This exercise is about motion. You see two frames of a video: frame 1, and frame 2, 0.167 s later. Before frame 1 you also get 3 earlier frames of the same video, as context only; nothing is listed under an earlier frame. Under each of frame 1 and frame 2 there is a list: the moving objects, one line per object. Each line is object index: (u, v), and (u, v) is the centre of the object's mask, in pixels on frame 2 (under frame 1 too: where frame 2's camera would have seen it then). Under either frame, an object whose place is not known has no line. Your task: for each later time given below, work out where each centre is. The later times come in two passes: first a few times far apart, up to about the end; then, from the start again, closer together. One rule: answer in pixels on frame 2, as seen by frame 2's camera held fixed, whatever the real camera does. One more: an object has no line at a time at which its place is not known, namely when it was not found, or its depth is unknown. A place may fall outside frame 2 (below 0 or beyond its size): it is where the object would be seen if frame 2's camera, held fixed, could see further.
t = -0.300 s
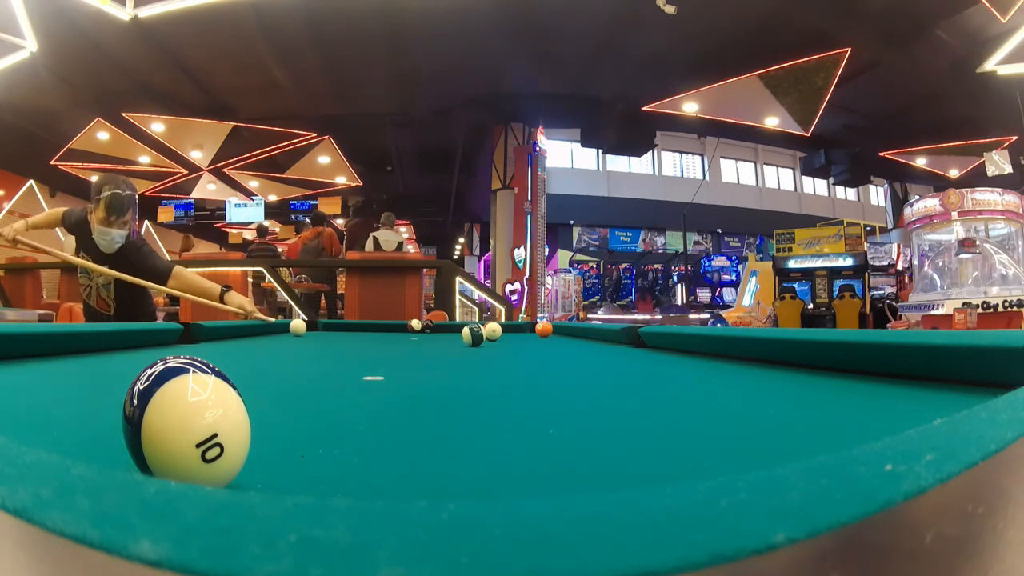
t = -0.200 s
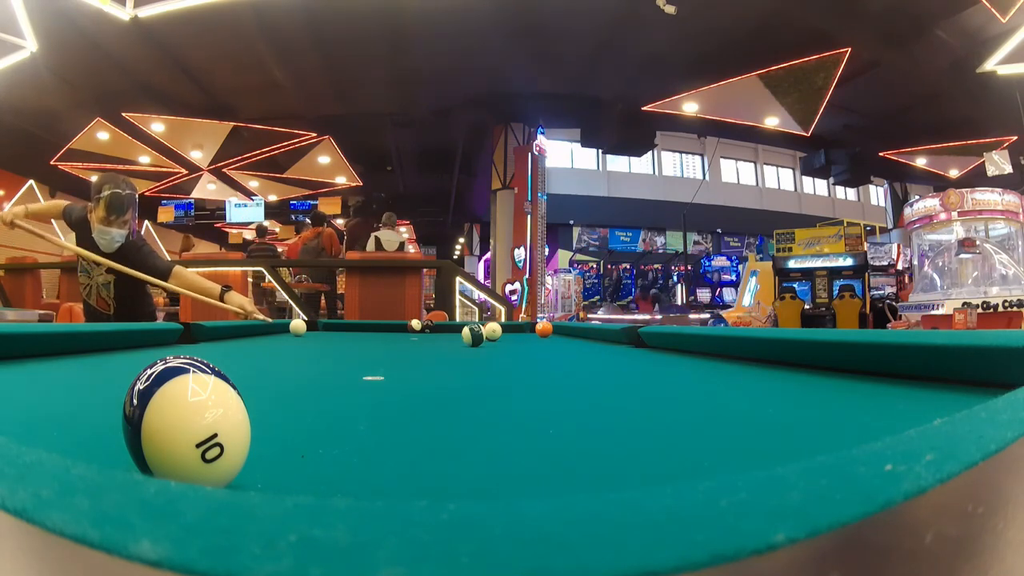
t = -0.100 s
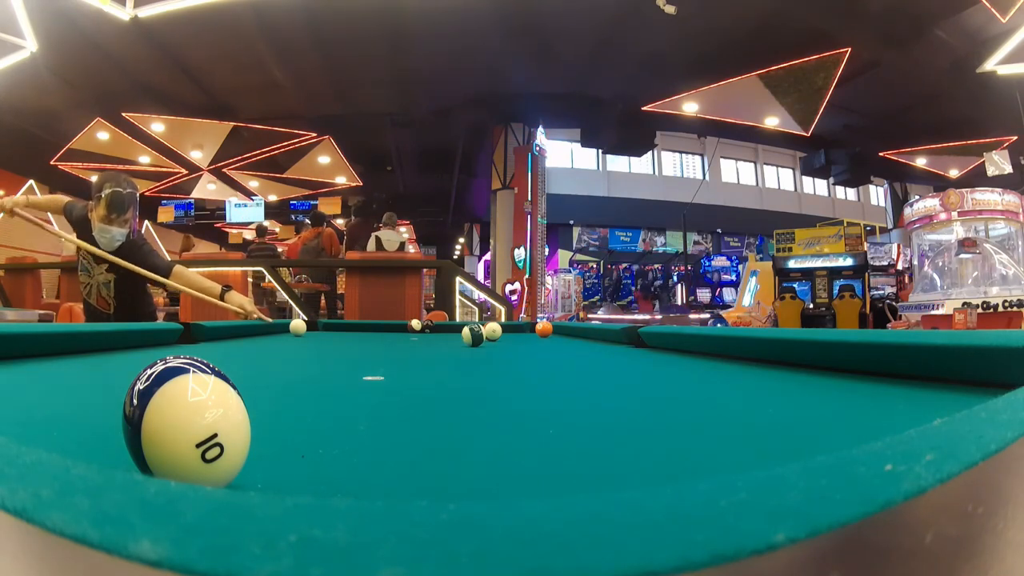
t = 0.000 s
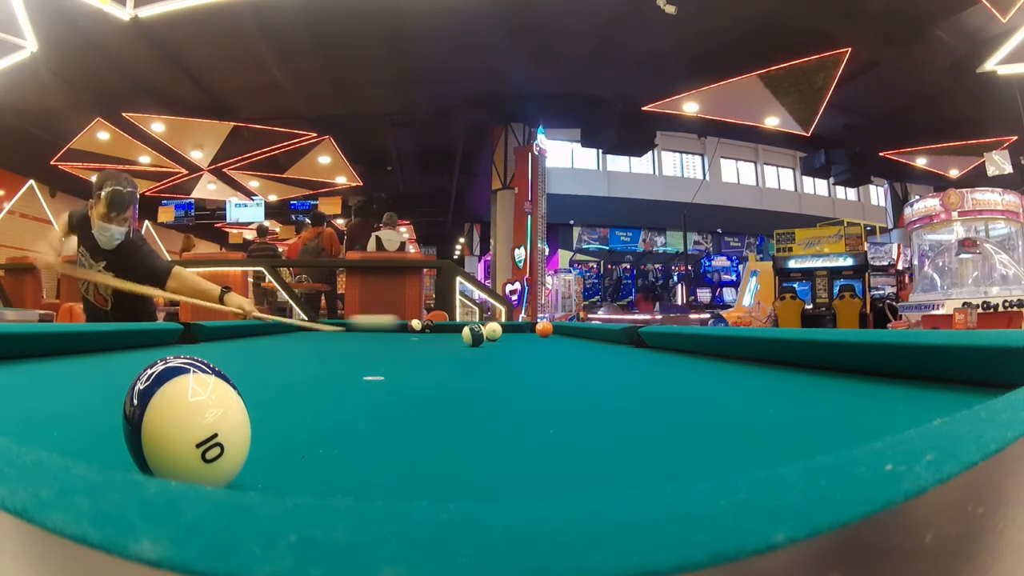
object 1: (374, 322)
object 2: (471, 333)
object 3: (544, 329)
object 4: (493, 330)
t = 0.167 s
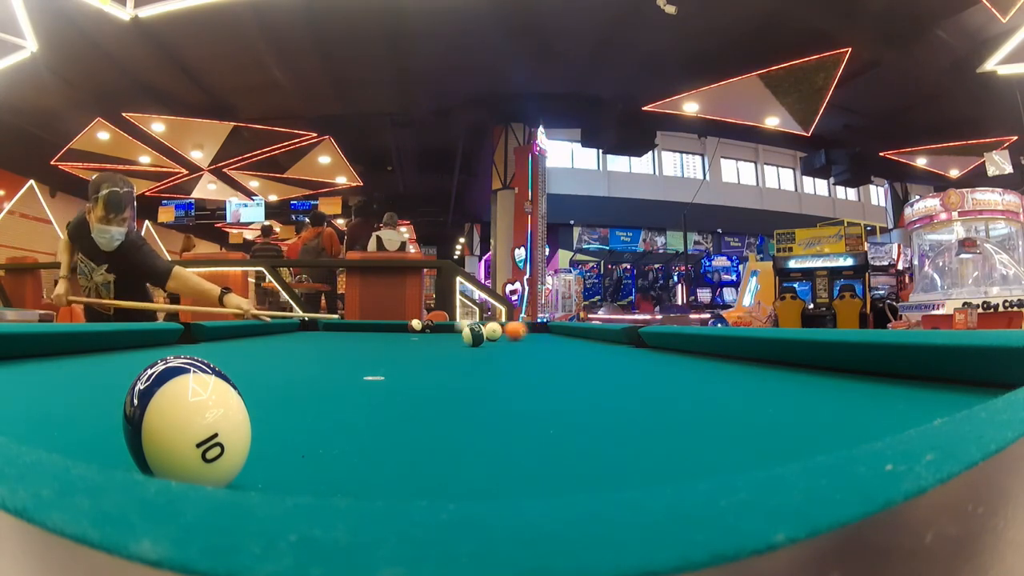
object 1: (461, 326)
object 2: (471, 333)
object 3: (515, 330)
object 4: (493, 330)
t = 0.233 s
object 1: (424, 326)
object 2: (471, 333)
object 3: (505, 332)
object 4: (459, 330)
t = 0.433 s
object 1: (291, 326)
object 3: (500, 335)
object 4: (392, 329)
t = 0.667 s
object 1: (294, 333)
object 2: (370, 338)
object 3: (514, 337)
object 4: (322, 329)
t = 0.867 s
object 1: (275, 342)
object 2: (363, 337)
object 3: (525, 339)
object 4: (270, 323)
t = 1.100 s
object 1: (117, 360)
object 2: (409, 340)
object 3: (531, 340)
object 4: (299, 327)
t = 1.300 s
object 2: (451, 342)
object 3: (532, 342)
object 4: (322, 327)
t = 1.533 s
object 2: (488, 346)
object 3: (529, 342)
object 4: (343, 328)
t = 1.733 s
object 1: (291, 363)
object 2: (504, 345)
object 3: (533, 340)
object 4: (356, 328)
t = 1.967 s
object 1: (371, 353)
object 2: (512, 343)
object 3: (537, 339)
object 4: (365, 325)
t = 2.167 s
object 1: (411, 347)
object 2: (512, 343)
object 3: (537, 338)
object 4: (371, 327)
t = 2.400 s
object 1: (437, 342)
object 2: (512, 343)
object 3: (537, 338)
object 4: (372, 327)
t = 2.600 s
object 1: (451, 339)
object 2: (512, 343)
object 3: (537, 338)
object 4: (372, 327)
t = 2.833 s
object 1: (458, 336)
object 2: (512, 343)
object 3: (537, 338)
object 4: (372, 327)
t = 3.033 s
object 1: (460, 335)
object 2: (512, 343)
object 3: (537, 338)
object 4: (372, 327)
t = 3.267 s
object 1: (460, 333)
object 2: (512, 343)
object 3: (537, 338)
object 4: (372, 327)
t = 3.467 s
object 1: (460, 332)
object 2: (512, 343)
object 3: (537, 338)
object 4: (372, 327)
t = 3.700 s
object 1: (460, 332)
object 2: (512, 343)
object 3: (537, 338)
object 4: (372, 327)
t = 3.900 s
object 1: (461, 331)
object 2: (512, 343)
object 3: (537, 338)
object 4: (372, 327)
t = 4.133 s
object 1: (461, 330)
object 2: (512, 343)
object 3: (537, 338)
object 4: (372, 327)
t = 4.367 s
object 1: (459, 330)
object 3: (537, 338)
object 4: (372, 327)
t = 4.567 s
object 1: (457, 329)
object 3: (537, 338)
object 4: (372, 327)
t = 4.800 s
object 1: (455, 329)
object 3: (537, 338)
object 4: (372, 327)
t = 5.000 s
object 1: (454, 329)
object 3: (537, 339)
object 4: (372, 327)
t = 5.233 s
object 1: (454, 329)
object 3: (536, 338)
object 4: (372, 327)
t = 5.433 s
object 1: (454, 329)
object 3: (537, 338)
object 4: (372, 327)
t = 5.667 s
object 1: (454, 329)
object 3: (537, 338)
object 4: (372, 327)
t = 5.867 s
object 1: (454, 329)
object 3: (537, 338)
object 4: (372, 327)
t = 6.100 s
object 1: (454, 329)
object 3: (536, 338)
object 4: (372, 327)
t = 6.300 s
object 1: (454, 329)
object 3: (537, 338)
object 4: (372, 327)
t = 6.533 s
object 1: (454, 329)
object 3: (537, 338)
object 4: (372, 327)
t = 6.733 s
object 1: (454, 329)
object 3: (537, 338)
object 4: (372, 327)
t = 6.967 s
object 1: (454, 329)
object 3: (537, 338)
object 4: (372, 327)
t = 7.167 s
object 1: (454, 329)
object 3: (537, 338)
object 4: (372, 327)
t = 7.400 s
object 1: (454, 329)
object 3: (537, 338)
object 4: (372, 327)
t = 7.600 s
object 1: (454, 329)
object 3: (537, 338)
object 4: (372, 327)
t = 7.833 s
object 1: (454, 329)
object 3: (536, 338)
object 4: (372, 327)
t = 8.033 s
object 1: (454, 329)
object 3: (537, 338)
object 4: (372, 327)
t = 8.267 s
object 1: (454, 329)
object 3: (537, 338)
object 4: (372, 327)
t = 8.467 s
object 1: (454, 329)
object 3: (537, 338)
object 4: (372, 327)
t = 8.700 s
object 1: (454, 329)
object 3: (537, 338)
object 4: (372, 327)
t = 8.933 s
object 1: (454, 329)
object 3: (537, 338)
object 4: (372, 327)
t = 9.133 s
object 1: (454, 329)
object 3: (537, 338)
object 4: (372, 327)
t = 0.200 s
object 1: (443, 326)
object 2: (471, 333)
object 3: (510, 331)
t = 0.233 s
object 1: (424, 326)
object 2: (471, 333)
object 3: (505, 332)
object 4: (459, 330)
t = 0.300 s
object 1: (383, 326)
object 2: (471, 333)
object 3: (495, 333)
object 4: (440, 331)
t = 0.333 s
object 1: (362, 326)
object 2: (464, 335)
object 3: (493, 333)
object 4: (428, 331)
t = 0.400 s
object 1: (315, 326)
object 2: (447, 339)
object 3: (498, 334)
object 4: (403, 330)
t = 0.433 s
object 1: (291, 326)
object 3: (500, 335)
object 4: (392, 329)
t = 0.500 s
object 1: (271, 328)
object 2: (419, 331)
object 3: (504, 335)
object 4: (371, 330)
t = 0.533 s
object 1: (276, 329)
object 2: (407, 335)
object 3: (506, 336)
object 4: (360, 329)
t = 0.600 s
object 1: (284, 331)
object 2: (392, 333)
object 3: (510, 336)
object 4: (340, 329)
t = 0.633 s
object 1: (289, 332)
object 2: (380, 336)
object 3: (512, 337)
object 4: (331, 329)
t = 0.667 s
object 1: (294, 333)
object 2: (370, 338)
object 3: (514, 337)
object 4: (322, 329)
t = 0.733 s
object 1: (307, 336)
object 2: (347, 333)
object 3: (518, 338)
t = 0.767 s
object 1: (311, 338)
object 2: (340, 336)
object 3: (520, 338)
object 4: (293, 327)
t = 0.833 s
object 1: (287, 340)
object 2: (356, 335)
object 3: (523, 339)
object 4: (277, 324)
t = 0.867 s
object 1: (275, 342)
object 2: (363, 337)
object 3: (525, 339)
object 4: (270, 323)
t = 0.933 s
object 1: (245, 346)
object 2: (378, 342)
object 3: (527, 339)
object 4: (277, 327)
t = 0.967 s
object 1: (228, 348)
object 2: (385, 343)
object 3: (528, 340)
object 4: (282, 327)
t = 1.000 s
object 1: (208, 346)
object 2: (393, 341)
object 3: (529, 340)
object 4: (286, 327)
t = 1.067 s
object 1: (148, 349)
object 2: (402, 341)
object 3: (531, 340)
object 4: (294, 327)
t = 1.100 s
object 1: (117, 360)
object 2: (409, 340)
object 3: (531, 340)
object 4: (299, 327)
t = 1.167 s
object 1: (36, 372)
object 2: (423, 339)
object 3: (532, 341)
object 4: (307, 328)
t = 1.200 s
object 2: (429, 339)
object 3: (532, 341)
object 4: (311, 327)
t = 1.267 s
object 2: (444, 340)
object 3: (532, 341)
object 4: (318, 327)
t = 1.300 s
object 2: (451, 342)
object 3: (532, 342)
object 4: (322, 327)
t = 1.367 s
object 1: (28, 386)
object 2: (463, 346)
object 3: (531, 342)
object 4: (329, 328)
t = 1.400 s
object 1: (55, 382)
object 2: (469, 348)
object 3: (531, 342)
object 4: (332, 328)
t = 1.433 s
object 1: (86, 380)
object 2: (473, 349)
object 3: (530, 342)
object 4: (335, 328)
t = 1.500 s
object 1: (133, 361)
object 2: (481, 351)
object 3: (529, 342)
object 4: (340, 328)
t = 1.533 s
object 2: (488, 346)
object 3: (529, 342)
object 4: (343, 328)
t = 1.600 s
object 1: (227, 358)
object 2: (495, 345)
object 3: (529, 342)
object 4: (348, 328)
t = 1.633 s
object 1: (244, 364)
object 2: (495, 347)
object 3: (530, 342)
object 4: (350, 328)
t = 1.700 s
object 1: (276, 364)
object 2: (501, 345)
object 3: (532, 341)
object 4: (354, 328)
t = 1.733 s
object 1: (291, 363)
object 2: (504, 345)
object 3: (533, 340)
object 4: (356, 328)
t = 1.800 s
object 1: (319, 359)
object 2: (508, 344)
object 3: (535, 340)
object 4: (360, 328)
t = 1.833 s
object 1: (332, 357)
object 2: (509, 344)
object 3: (536, 340)
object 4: (361, 328)
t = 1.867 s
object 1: (343, 356)
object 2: (510, 343)
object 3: (536, 339)
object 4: (362, 327)
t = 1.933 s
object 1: (363, 353)
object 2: (512, 343)
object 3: (537, 339)
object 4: (365, 325)
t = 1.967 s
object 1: (371, 353)
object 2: (512, 343)
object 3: (537, 339)
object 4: (365, 325)
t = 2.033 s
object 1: (387, 350)
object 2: (512, 343)
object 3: (537, 338)
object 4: (368, 327)
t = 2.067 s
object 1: (393, 349)
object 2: (512, 343)
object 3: (537, 338)
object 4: (369, 327)
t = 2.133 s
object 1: (405, 348)
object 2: (512, 343)
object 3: (537, 338)
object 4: (370, 327)
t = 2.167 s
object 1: (411, 347)
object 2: (512, 343)
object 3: (537, 338)
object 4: (371, 327)
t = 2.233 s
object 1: (420, 345)
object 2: (512, 343)
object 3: (537, 338)
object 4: (371, 327)
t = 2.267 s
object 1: (424, 345)
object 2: (512, 343)
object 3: (537, 338)
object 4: (372, 327)
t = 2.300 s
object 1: (428, 344)
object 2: (512, 343)
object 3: (537, 338)
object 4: (372, 327)
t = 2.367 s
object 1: (435, 342)
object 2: (512, 343)
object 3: (537, 338)
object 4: (372, 327)
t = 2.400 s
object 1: (437, 342)
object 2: (512, 343)
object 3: (537, 338)
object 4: (372, 327)
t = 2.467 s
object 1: (443, 341)
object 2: (512, 343)
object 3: (537, 338)
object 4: (372, 327)
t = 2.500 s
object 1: (445, 340)
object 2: (512, 343)
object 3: (537, 338)
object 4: (372, 327)
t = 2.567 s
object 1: (449, 339)
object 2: (512, 343)
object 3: (537, 338)
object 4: (372, 327)
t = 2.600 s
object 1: (451, 339)
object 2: (512, 343)
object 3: (537, 338)
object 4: (372, 327)
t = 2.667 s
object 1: (453, 338)
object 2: (512, 343)
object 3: (537, 338)
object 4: (372, 327)
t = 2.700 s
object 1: (454, 338)
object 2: (512, 343)
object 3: (537, 338)
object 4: (372, 327)
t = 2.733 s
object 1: (455, 338)
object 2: (512, 343)
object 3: (537, 338)
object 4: (372, 327)
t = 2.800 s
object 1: (457, 337)
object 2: (512, 343)
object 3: (537, 338)
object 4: (372, 327)
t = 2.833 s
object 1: (458, 336)
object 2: (512, 343)
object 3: (537, 338)
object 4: (372, 327)
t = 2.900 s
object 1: (459, 336)
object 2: (512, 343)
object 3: (537, 338)
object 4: (372, 327)
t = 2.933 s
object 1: (459, 336)
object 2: (512, 343)
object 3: (537, 338)
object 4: (372, 327)
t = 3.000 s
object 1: (460, 335)
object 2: (512, 343)
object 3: (537, 338)
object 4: (372, 327)
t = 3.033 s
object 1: (460, 335)
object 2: (512, 343)
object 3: (537, 338)
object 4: (372, 327)
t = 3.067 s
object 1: (460, 335)
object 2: (512, 343)
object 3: (537, 338)
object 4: (372, 327)
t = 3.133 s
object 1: (460, 334)
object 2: (512, 343)
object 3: (537, 338)
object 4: (372, 327)
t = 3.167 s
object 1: (460, 334)
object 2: (512, 343)
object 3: (537, 338)
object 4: (372, 327)
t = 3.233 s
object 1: (460, 334)
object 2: (512, 343)
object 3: (537, 338)
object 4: (372, 327)
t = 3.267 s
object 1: (460, 333)
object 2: (512, 343)
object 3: (537, 338)
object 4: (372, 327)
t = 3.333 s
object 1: (460, 333)
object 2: (512, 343)
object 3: (537, 338)
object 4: (372, 327)
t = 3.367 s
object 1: (460, 333)
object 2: (512, 343)
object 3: (536, 338)
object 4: (372, 327)
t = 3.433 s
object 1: (460, 333)
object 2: (512, 343)
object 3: (537, 338)
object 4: (372, 327)
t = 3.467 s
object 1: (460, 332)
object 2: (512, 343)
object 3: (537, 338)
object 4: (372, 327)
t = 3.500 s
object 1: (460, 332)
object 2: (512, 343)
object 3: (537, 338)
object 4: (372, 327)
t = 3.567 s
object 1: (460, 332)
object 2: (512, 343)
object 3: (537, 338)
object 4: (372, 327)
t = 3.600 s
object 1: (460, 332)
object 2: (512, 343)
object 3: (537, 338)
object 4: (372, 327)
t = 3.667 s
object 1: (460, 332)
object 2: (512, 343)
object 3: (537, 338)
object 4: (372, 327)
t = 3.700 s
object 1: (460, 332)
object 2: (512, 343)
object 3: (537, 338)
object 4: (372, 327)
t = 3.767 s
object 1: (460, 331)
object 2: (512, 343)
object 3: (537, 338)
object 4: (372, 327)
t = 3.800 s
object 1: (460, 331)
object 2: (512, 343)
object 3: (537, 338)
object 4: (372, 327)
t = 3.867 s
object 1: (461, 331)
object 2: (512, 343)
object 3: (537, 338)
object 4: (372, 327)
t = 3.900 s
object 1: (461, 331)
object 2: (512, 343)
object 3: (537, 338)
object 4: (372, 327)
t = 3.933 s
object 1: (461, 331)
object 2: (512, 343)
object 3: (537, 338)
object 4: (372, 327)
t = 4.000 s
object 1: (461, 331)
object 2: (512, 343)
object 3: (537, 338)
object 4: (372, 327)
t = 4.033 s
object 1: (461, 330)
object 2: (512, 343)
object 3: (537, 338)
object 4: (372, 327)
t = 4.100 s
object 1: (461, 330)
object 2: (512, 343)
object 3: (537, 338)
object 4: (372, 327)
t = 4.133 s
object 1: (461, 330)
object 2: (512, 343)
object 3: (537, 338)
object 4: (372, 327)
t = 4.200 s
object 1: (460, 330)
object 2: (512, 343)
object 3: (537, 338)
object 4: (372, 327)
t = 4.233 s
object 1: (459, 330)
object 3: (537, 338)
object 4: (372, 327)
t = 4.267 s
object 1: (459, 330)
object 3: (537, 338)
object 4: (372, 327)
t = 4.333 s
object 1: (458, 330)
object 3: (537, 338)
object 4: (372, 327)
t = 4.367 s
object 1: (459, 330)
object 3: (537, 338)
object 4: (372, 327)
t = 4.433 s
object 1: (458, 329)
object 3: (537, 338)
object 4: (372, 327)
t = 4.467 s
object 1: (458, 329)
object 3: (537, 338)
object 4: (372, 327)
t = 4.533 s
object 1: (457, 329)
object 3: (537, 338)
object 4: (372, 327)
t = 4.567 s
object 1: (457, 329)
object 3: (537, 338)
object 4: (372, 327)
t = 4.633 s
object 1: (456, 329)
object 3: (537, 338)
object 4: (372, 327)
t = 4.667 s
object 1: (456, 329)
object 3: (537, 338)
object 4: (372, 327)
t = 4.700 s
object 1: (455, 329)
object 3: (537, 338)
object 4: (372, 327)
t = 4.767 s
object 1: (455, 329)
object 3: (537, 338)
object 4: (372, 327)
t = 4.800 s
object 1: (455, 329)
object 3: (537, 338)
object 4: (372, 327)
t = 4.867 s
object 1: (454, 329)
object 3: (537, 339)
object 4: (372, 327)
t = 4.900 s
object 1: (454, 329)
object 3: (537, 339)
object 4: (372, 327)
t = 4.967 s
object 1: (454, 329)
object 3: (537, 338)
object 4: (372, 327)
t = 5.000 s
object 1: (454, 329)
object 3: (537, 339)
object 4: (372, 327)
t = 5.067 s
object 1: (454, 329)
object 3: (537, 339)
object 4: (372, 327)
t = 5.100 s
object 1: (454, 329)
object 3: (537, 339)
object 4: (372, 327)
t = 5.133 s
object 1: (454, 329)
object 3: (537, 338)
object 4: (372, 327)
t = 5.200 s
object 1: (454, 329)
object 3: (537, 338)
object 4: (372, 327)
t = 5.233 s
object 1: (454, 329)
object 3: (536, 338)
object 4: (372, 327)
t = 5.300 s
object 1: (454, 329)
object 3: (536, 338)
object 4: (372, 327)
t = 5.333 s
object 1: (454, 329)
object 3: (537, 338)
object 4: (372, 327)
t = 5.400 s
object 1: (454, 329)
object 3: (537, 338)
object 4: (372, 327)
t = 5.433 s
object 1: (454, 329)
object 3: (537, 338)
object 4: (372, 327)
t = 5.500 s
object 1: (454, 329)
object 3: (537, 338)
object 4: (372, 327)
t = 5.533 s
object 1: (454, 329)
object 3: (537, 338)
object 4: (372, 327)
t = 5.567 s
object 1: (454, 329)
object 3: (537, 338)
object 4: (372, 327)
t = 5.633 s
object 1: (454, 329)
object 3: (537, 338)
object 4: (372, 327)
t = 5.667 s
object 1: (454, 329)
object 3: (537, 338)
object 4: (372, 327)
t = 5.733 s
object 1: (454, 329)
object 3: (537, 338)
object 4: (372, 327)
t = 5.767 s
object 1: (454, 329)
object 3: (537, 338)
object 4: (372, 327)
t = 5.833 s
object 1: (454, 329)
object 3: (537, 338)
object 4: (372, 327)
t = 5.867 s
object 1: (454, 329)
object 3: (537, 338)
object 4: (372, 327)
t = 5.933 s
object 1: (454, 329)
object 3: (537, 338)
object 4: (372, 327)
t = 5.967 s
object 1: (454, 329)
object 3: (537, 338)
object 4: (372, 327)
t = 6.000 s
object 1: (454, 329)
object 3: (536, 338)
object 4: (372, 327)
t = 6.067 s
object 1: (454, 329)
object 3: (536, 338)
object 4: (372, 327)
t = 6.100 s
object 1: (454, 329)
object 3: (536, 338)
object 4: (372, 327)
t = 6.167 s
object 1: (454, 329)
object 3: (537, 338)
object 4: (372, 327)
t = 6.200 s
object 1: (454, 329)
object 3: (536, 338)
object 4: (372, 327)
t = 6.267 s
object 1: (454, 329)
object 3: (536, 338)
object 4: (372, 327)
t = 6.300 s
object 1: (454, 329)
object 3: (537, 338)
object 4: (372, 327)
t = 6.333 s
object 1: (454, 329)
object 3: (537, 338)
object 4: (372, 327)
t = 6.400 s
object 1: (454, 329)
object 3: (537, 338)
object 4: (372, 327)
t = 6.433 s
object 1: (454, 329)
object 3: (537, 338)
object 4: (372, 327)
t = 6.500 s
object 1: (454, 329)
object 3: (537, 338)
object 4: (372, 327)
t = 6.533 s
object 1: (454, 329)
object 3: (537, 338)
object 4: (372, 327)
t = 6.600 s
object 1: (454, 329)
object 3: (537, 338)
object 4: (372, 327)
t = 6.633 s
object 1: (454, 329)
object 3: (537, 338)
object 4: (372, 327)
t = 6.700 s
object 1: (454, 329)
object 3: (537, 338)
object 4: (372, 327)
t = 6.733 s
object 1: (454, 329)
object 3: (537, 338)
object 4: (372, 327)
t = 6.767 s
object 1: (454, 329)
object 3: (537, 338)
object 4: (372, 327)
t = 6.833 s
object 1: (454, 329)
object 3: (537, 338)
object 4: (372, 327)
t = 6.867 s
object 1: (454, 329)
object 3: (537, 338)
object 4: (372, 327)
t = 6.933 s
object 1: (454, 329)
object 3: (537, 338)
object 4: (372, 327)
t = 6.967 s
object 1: (454, 329)
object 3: (537, 338)
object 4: (372, 327)
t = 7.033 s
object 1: (454, 329)
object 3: (537, 338)
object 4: (372, 327)
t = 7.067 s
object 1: (454, 329)
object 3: (537, 338)
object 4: (372, 327)
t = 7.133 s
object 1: (454, 329)
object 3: (537, 338)
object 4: (372, 327)
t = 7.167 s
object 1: (454, 329)
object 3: (537, 338)
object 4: (372, 327)
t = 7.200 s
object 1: (454, 329)
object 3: (537, 338)
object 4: (372, 327)
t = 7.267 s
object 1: (454, 329)
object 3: (537, 338)
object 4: (372, 327)
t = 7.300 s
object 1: (454, 329)
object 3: (537, 338)
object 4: (372, 327)
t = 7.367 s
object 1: (454, 329)
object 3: (537, 338)
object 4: (372, 327)
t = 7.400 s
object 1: (454, 329)
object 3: (537, 338)
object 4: (372, 327)
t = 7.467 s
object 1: (454, 329)
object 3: (537, 338)
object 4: (372, 327)
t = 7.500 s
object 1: (454, 329)
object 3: (537, 338)
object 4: (372, 327)
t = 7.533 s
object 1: (454, 329)
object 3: (537, 338)
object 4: (372, 327)
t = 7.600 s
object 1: (454, 329)
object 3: (537, 338)
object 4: (372, 327)
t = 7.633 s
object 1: (454, 329)
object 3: (537, 338)
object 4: (372, 327)
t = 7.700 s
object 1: (454, 329)
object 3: (537, 338)
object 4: (372, 327)
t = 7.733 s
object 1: (454, 329)
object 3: (537, 338)
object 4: (372, 327)
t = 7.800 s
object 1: (454, 329)
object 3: (537, 338)
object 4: (372, 327)
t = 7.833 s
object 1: (454, 329)
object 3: (536, 338)
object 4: (372, 327)
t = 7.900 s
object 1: (454, 329)
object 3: (537, 338)
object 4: (372, 327)
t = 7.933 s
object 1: (454, 329)
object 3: (536, 338)
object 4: (372, 327)
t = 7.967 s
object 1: (454, 329)
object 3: (537, 338)
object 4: (372, 327)
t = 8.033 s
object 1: (454, 329)
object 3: (537, 338)
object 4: (372, 327)
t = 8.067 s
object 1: (454, 329)
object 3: (537, 338)
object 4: (372, 327)
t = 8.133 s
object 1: (454, 329)
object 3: (537, 338)
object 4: (372, 327)
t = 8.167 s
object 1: (454, 329)
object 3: (537, 338)
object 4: (372, 327)
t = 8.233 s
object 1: (454, 329)
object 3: (537, 338)
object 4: (372, 327)
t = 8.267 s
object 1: (454, 329)
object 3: (537, 338)
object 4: (372, 327)
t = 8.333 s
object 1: (454, 329)
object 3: (537, 338)
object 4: (372, 327)
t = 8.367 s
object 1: (454, 329)
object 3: (537, 338)
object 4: (372, 327)
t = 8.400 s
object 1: (454, 329)
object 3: (537, 338)
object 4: (372, 327)
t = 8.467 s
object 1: (454, 329)
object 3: (537, 338)
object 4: (372, 327)
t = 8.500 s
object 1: (454, 329)
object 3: (537, 338)
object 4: (372, 327)
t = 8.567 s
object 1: (454, 329)
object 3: (537, 338)
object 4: (372, 327)
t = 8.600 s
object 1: (454, 329)
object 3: (537, 338)
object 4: (372, 327)
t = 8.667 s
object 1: (454, 329)
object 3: (537, 338)
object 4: (372, 327)
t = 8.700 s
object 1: (454, 329)
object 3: (537, 338)
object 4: (372, 327)
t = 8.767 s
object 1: (454, 329)
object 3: (537, 338)
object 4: (372, 327)
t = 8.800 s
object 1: (454, 329)
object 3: (537, 338)
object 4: (372, 327)
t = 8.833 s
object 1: (454, 329)
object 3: (537, 338)
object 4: (372, 327)
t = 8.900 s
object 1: (454, 329)
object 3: (537, 338)
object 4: (372, 327)
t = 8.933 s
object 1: (454, 329)
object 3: (537, 338)
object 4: (372, 327)
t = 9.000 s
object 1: (454, 329)
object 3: (537, 338)
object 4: (372, 327)
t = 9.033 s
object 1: (454, 329)
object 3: (537, 338)
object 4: (372, 327)
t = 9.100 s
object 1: (454, 329)
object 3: (536, 338)
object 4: (372, 327)
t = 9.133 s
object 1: (454, 329)
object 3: (537, 338)
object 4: (372, 327)
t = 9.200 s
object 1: (454, 329)
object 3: (537, 338)
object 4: (372, 327)
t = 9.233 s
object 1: (454, 329)
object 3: (536, 338)
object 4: (372, 327)
